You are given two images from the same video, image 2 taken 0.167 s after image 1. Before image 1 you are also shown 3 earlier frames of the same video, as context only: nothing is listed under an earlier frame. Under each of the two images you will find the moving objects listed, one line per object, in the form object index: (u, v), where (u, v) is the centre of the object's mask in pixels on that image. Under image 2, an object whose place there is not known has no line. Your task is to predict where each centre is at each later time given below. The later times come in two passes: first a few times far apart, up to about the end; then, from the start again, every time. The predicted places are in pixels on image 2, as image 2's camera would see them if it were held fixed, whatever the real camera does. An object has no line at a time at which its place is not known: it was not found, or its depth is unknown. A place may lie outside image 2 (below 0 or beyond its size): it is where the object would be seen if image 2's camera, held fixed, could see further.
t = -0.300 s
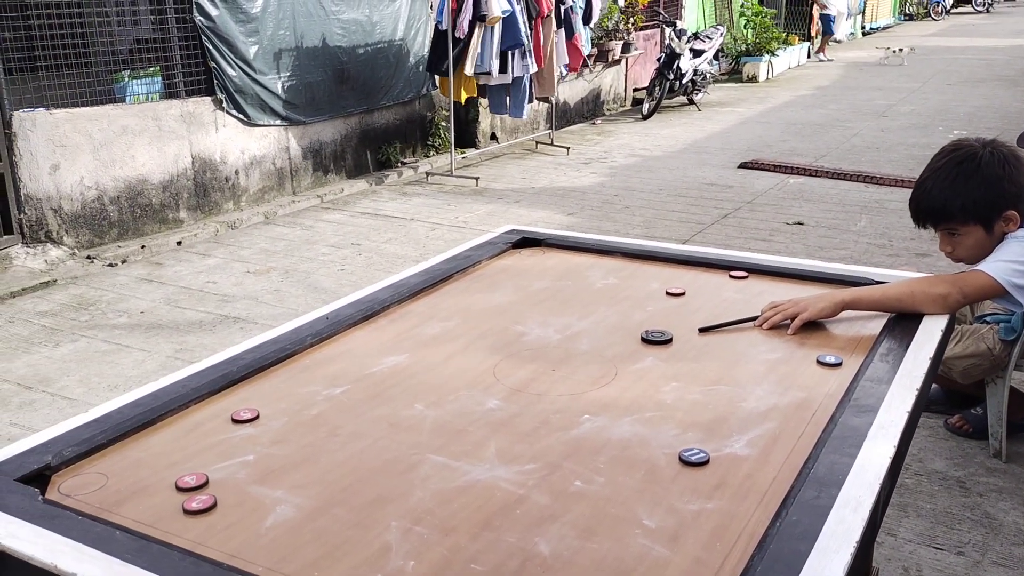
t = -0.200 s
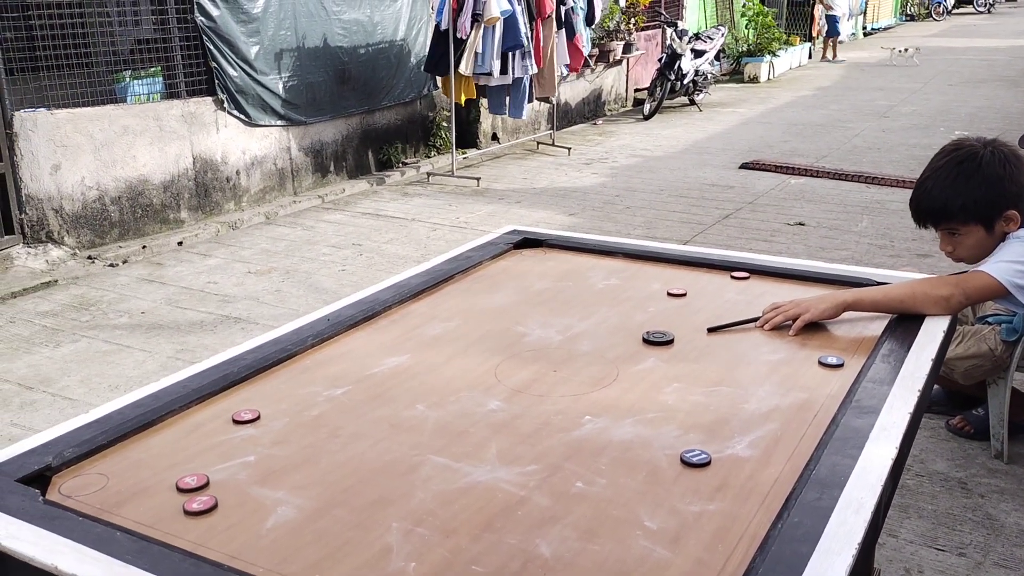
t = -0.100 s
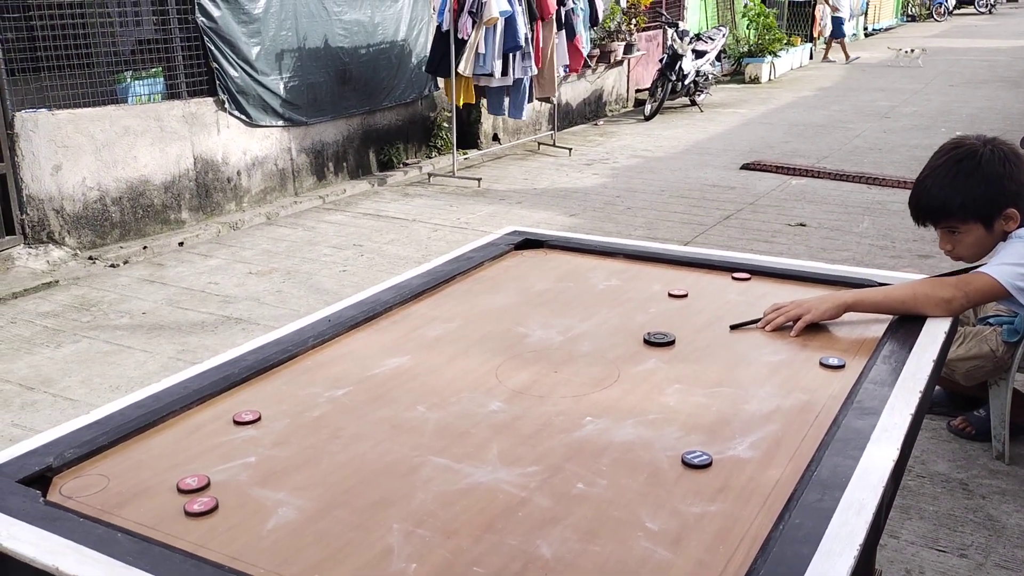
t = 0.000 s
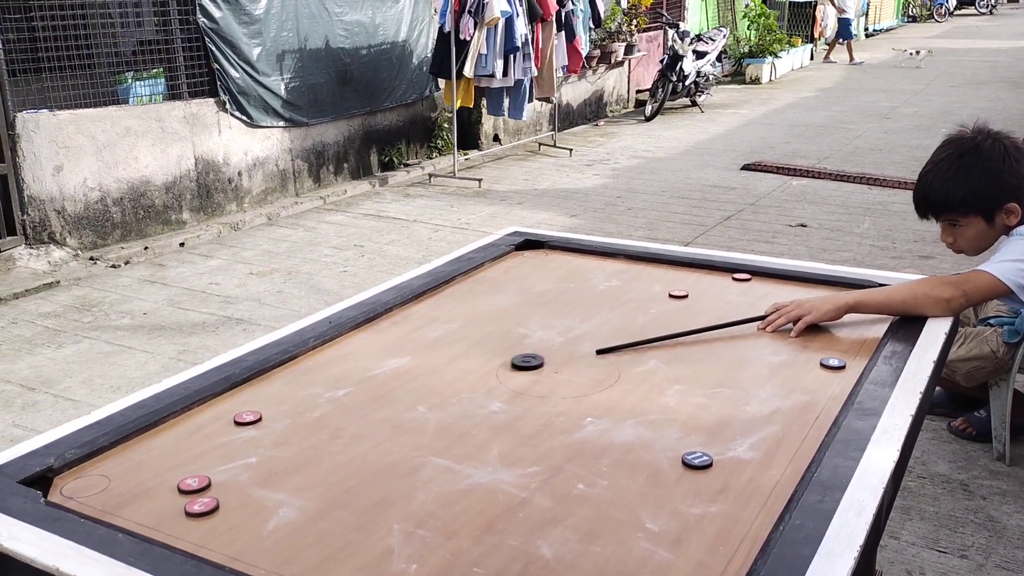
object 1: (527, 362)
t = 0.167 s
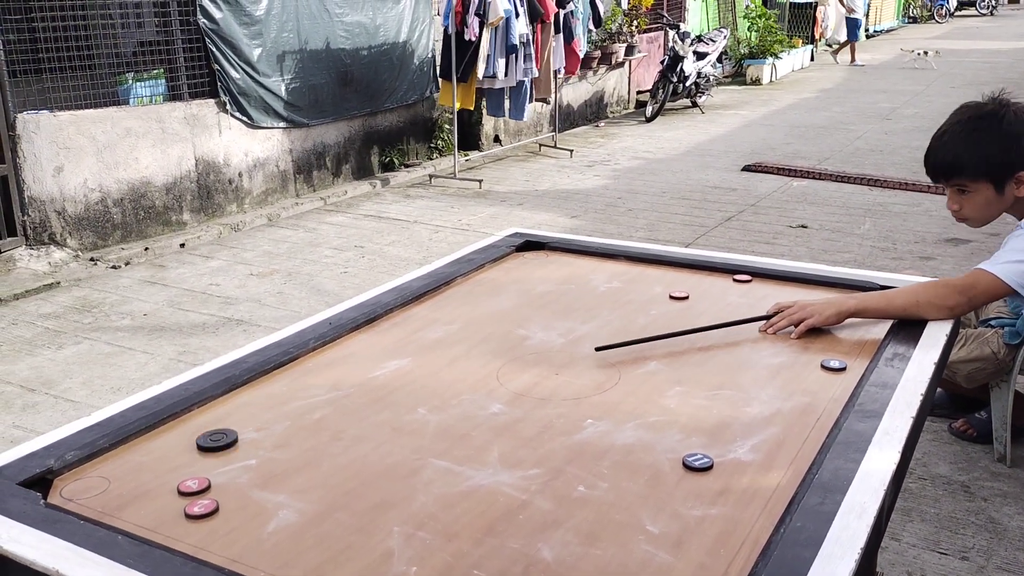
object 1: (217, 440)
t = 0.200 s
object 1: (228, 462)
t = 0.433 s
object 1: (438, 563)
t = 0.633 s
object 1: (723, 558)
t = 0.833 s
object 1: (624, 461)
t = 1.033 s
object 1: (554, 396)
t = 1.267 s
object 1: (499, 349)
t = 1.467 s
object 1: (466, 322)
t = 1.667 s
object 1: (440, 302)
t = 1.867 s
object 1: (465, 297)
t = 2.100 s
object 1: (495, 296)
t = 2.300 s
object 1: (506, 295)
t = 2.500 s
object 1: (507, 294)
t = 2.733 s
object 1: (507, 294)
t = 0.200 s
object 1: (228, 462)
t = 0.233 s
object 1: (240, 486)
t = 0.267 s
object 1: (253, 512)
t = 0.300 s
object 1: (267, 541)
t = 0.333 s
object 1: (285, 566)
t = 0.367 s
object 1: (336, 565)
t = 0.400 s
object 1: (388, 564)
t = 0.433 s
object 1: (438, 563)
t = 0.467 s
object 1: (488, 562)
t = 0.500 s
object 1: (536, 561)
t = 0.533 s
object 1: (584, 560)
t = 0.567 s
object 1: (631, 559)
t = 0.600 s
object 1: (677, 559)
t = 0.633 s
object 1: (723, 558)
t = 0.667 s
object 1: (710, 542)
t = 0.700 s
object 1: (690, 523)
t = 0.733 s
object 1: (672, 505)
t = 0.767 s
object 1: (655, 489)
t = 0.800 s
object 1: (639, 474)
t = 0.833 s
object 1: (624, 461)
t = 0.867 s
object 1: (610, 448)
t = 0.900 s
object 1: (598, 436)
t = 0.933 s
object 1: (586, 425)
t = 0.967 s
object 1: (575, 415)
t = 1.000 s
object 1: (564, 405)
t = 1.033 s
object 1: (554, 396)
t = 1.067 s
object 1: (545, 388)
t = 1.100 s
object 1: (536, 380)
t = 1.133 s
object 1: (528, 373)
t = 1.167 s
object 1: (520, 366)
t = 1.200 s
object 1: (513, 360)
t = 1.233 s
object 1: (506, 354)
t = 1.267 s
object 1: (499, 349)
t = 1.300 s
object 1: (493, 344)
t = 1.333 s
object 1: (487, 339)
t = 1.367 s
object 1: (481, 334)
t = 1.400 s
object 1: (476, 330)
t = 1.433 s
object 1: (471, 326)
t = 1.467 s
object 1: (466, 322)
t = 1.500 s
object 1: (461, 318)
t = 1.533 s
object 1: (457, 315)
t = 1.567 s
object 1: (452, 311)
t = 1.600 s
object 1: (448, 308)
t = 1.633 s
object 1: (444, 305)
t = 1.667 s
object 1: (440, 302)
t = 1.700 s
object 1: (436, 299)
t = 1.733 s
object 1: (440, 298)
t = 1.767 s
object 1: (447, 298)
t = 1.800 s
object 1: (454, 297)
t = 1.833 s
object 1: (460, 297)
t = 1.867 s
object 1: (465, 297)
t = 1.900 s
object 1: (471, 297)
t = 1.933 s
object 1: (475, 297)
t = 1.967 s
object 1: (480, 296)
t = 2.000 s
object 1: (484, 296)
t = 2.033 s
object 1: (488, 296)
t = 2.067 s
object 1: (492, 296)
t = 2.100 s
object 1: (495, 296)
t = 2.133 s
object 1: (497, 295)
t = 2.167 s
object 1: (500, 295)
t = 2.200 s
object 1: (502, 295)
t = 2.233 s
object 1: (503, 295)
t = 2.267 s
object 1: (505, 295)
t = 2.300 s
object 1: (506, 295)
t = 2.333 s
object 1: (506, 295)
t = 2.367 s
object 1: (507, 294)
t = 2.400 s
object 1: (507, 294)
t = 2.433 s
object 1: (507, 294)
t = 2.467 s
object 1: (507, 294)
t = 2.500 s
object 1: (507, 294)
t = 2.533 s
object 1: (507, 294)
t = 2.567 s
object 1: (507, 295)
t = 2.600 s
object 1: (507, 295)
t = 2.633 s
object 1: (507, 295)
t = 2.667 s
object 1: (507, 294)
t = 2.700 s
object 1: (507, 294)
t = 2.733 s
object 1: (507, 294)
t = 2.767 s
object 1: (507, 294)
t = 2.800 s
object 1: (507, 294)
